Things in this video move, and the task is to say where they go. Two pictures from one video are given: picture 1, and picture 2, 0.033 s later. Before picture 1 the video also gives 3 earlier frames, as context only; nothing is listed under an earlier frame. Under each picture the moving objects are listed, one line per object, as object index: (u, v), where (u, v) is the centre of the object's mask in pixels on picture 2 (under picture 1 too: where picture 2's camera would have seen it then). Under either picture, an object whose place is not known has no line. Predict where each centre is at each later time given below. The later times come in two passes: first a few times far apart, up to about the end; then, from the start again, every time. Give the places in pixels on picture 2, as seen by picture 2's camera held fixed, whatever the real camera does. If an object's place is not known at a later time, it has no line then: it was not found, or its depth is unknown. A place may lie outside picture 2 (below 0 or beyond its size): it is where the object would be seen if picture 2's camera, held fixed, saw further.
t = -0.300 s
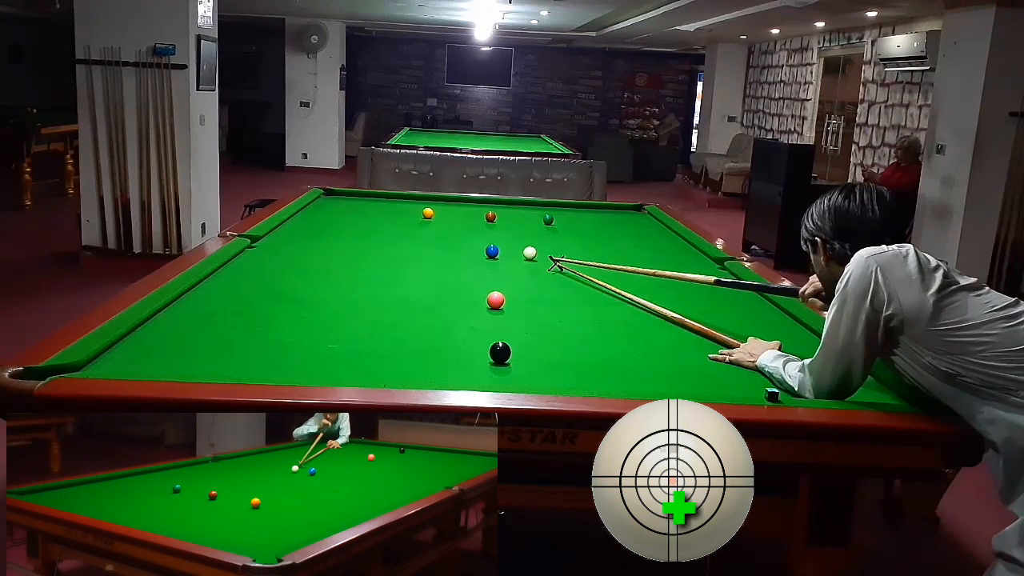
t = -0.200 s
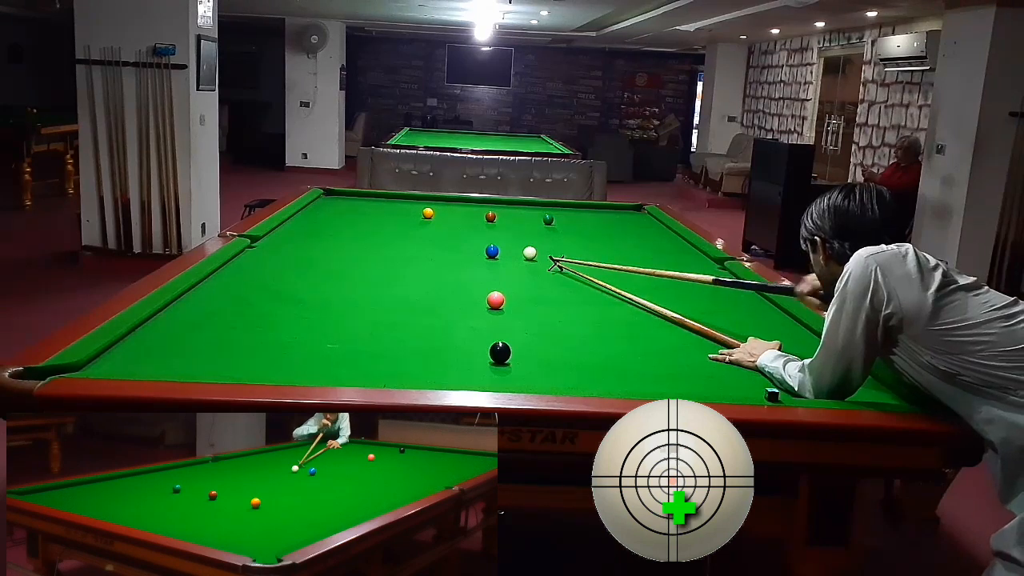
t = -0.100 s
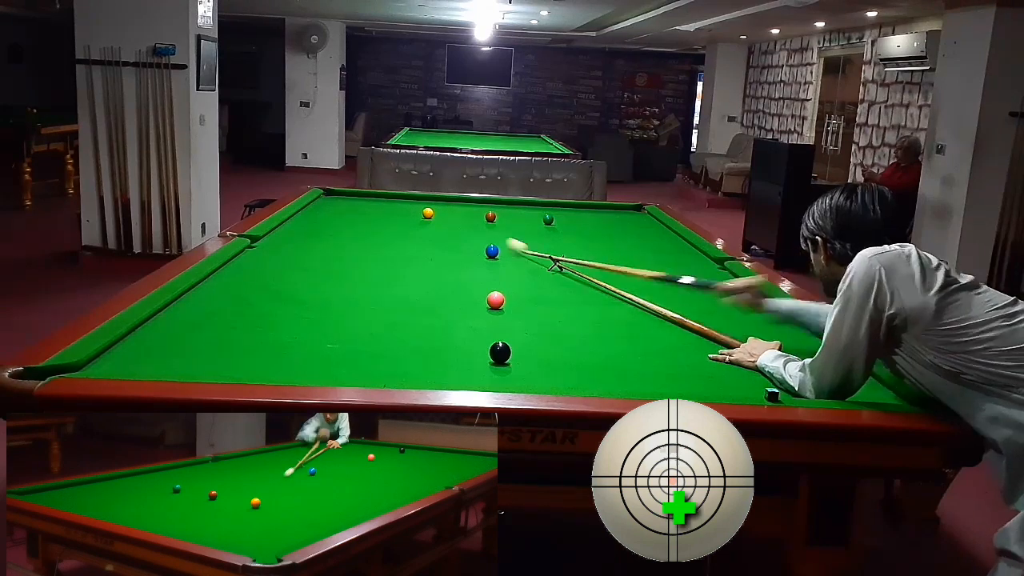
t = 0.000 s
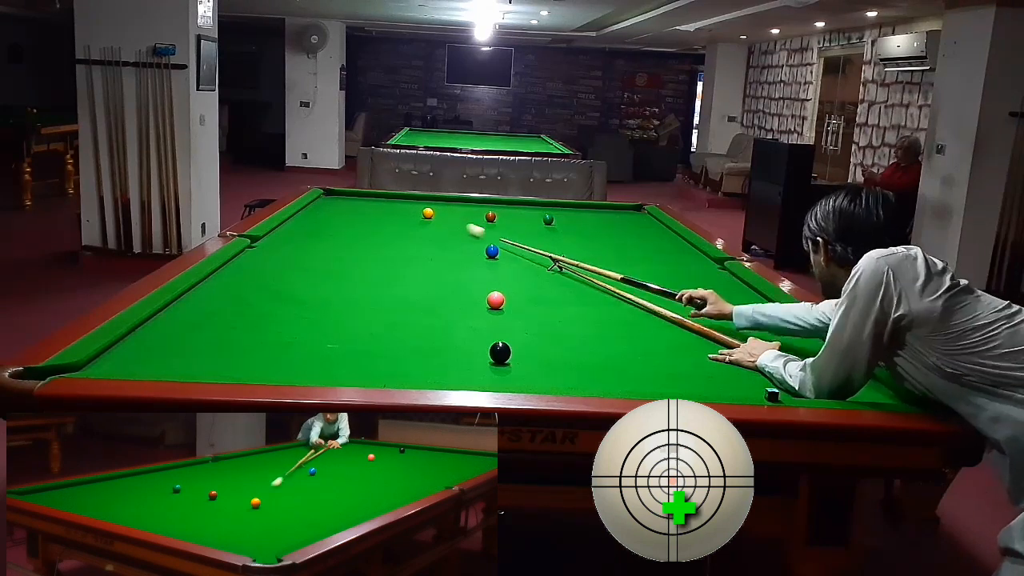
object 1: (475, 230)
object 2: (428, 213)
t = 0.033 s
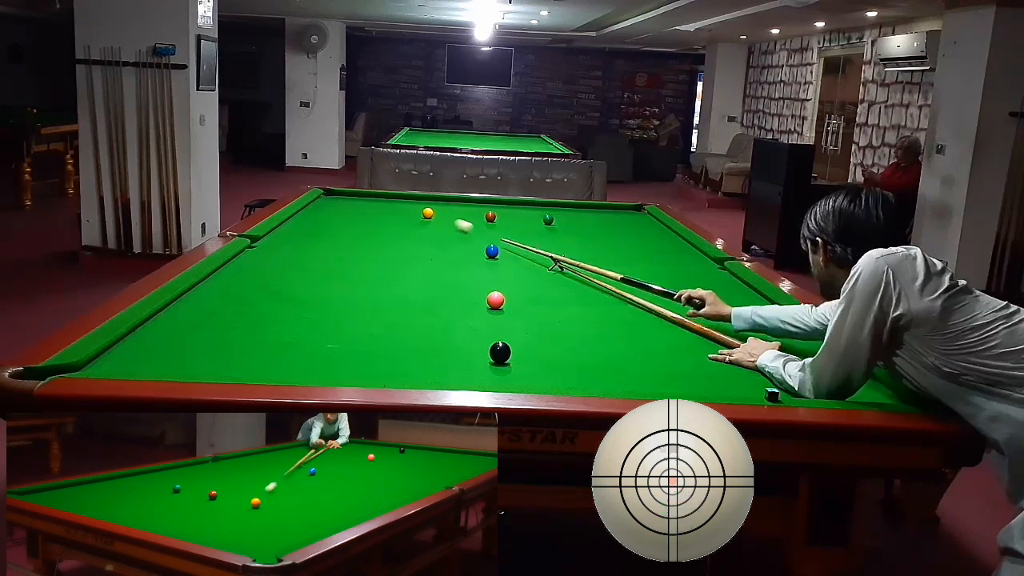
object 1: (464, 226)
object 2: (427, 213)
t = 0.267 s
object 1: (456, 212)
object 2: (374, 202)
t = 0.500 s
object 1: (485, 210)
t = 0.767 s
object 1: (515, 208)
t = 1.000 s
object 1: (538, 206)
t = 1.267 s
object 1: (563, 204)
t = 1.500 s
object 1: (587, 206)
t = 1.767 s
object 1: (617, 209)
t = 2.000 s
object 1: (642, 211)
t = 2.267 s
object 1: (632, 213)
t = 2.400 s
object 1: (625, 214)
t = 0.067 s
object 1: (453, 221)
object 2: (428, 213)
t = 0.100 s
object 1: (443, 217)
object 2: (427, 213)
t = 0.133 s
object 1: (436, 214)
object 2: (424, 212)
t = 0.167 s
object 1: (441, 213)
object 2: (412, 210)
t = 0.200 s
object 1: (447, 213)
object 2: (398, 207)
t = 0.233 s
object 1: (452, 213)
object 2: (386, 204)
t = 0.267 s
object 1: (456, 212)
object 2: (374, 202)
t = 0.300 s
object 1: (461, 212)
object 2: (363, 199)
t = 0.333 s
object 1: (465, 212)
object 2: (352, 197)
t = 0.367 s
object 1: (469, 211)
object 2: (341, 195)
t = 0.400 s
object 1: (473, 211)
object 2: (332, 193)
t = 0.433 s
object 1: (477, 211)
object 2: (327, 191)
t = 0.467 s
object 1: (481, 211)
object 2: (326, 191)
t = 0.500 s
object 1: (485, 210)
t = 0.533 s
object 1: (489, 208)
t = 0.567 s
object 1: (493, 209)
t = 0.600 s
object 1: (497, 209)
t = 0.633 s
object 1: (500, 209)
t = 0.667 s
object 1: (505, 209)
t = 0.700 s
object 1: (508, 208)
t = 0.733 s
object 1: (512, 208)
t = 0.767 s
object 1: (515, 208)
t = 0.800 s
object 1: (519, 208)
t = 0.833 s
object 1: (522, 207)
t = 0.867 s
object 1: (525, 207)
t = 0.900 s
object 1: (529, 207)
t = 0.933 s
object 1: (532, 206)
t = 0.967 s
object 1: (535, 206)
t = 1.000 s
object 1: (538, 206)
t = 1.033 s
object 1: (542, 206)
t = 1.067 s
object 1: (545, 206)
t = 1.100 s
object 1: (548, 205)
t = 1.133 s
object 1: (551, 205)
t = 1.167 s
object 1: (554, 205)
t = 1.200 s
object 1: (557, 204)
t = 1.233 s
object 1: (560, 204)
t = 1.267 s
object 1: (563, 204)
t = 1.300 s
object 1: (566, 204)
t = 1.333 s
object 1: (569, 204)
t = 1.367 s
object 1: (573, 204)
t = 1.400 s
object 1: (576, 205)
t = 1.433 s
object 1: (580, 205)
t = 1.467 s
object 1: (584, 205)
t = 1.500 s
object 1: (587, 206)
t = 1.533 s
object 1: (591, 206)
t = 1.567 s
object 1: (595, 206)
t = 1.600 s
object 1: (599, 207)
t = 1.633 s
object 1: (602, 207)
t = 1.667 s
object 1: (606, 208)
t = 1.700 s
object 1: (610, 208)
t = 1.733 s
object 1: (614, 209)
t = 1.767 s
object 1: (617, 209)
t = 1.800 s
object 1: (621, 209)
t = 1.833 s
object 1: (624, 210)
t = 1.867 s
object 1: (628, 210)
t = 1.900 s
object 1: (631, 210)
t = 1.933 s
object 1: (635, 211)
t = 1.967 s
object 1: (639, 211)
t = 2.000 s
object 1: (642, 211)
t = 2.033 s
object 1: (645, 212)
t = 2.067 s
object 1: (643, 212)
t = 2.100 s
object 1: (641, 212)
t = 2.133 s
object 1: (639, 213)
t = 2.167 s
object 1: (637, 213)
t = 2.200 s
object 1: (636, 213)
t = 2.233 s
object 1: (634, 213)
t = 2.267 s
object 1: (632, 213)
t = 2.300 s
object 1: (630, 213)
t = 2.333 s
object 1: (629, 213)
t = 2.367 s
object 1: (627, 214)
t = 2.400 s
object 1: (625, 214)
